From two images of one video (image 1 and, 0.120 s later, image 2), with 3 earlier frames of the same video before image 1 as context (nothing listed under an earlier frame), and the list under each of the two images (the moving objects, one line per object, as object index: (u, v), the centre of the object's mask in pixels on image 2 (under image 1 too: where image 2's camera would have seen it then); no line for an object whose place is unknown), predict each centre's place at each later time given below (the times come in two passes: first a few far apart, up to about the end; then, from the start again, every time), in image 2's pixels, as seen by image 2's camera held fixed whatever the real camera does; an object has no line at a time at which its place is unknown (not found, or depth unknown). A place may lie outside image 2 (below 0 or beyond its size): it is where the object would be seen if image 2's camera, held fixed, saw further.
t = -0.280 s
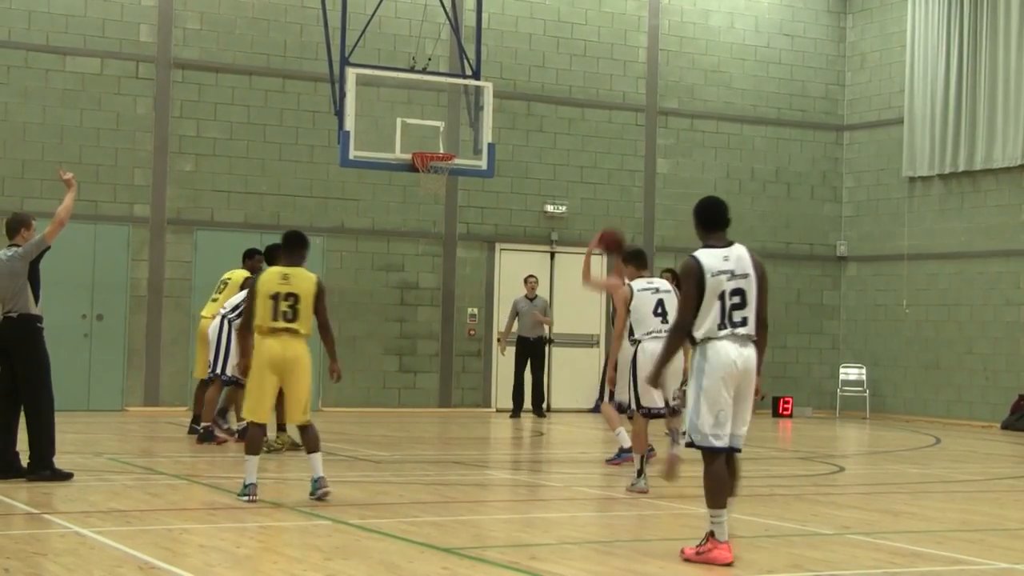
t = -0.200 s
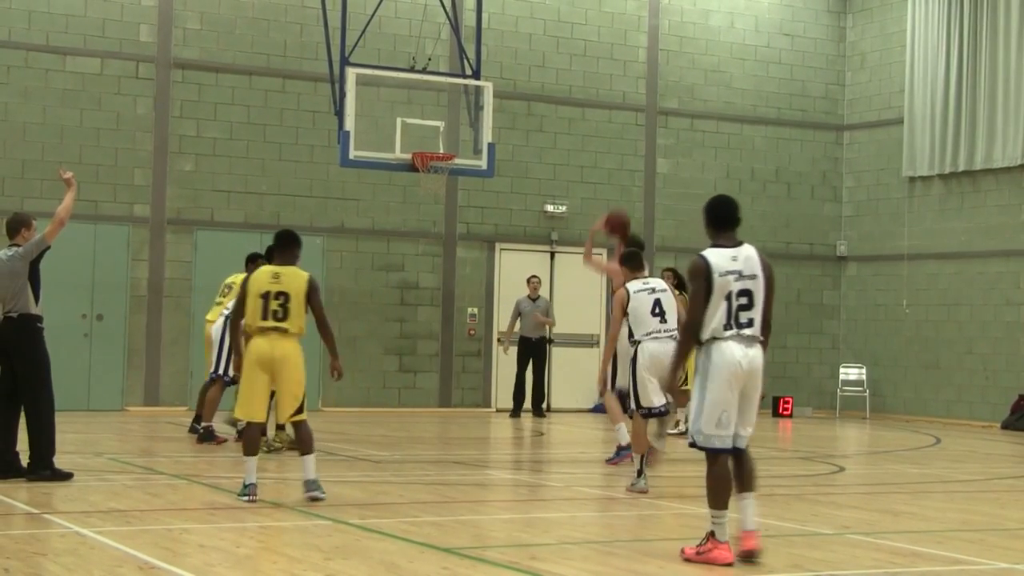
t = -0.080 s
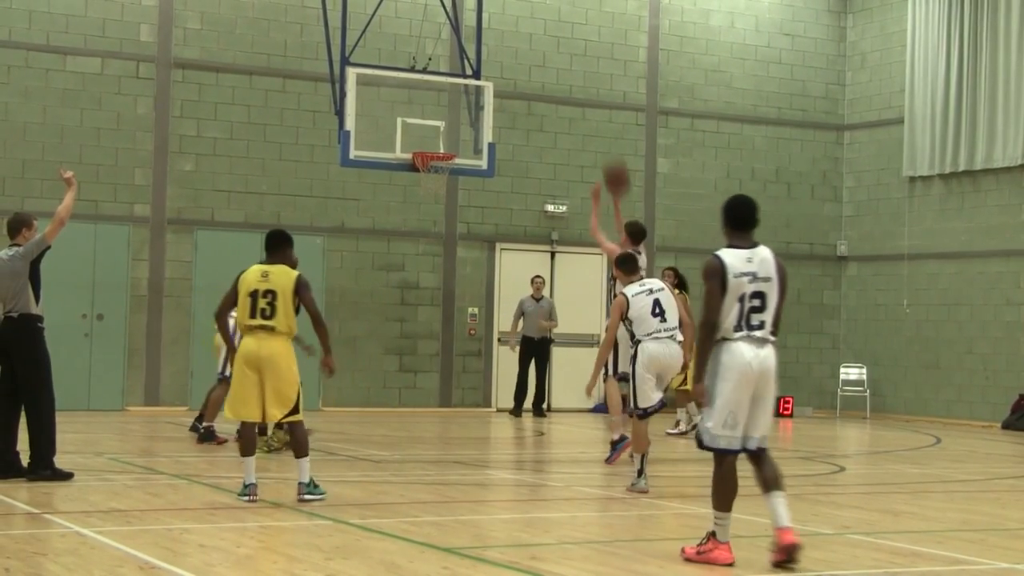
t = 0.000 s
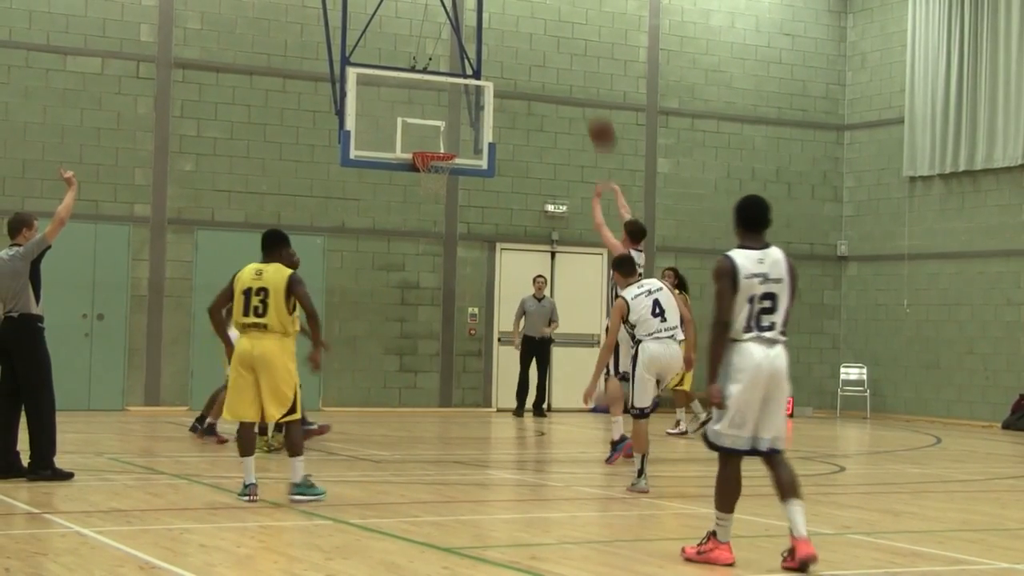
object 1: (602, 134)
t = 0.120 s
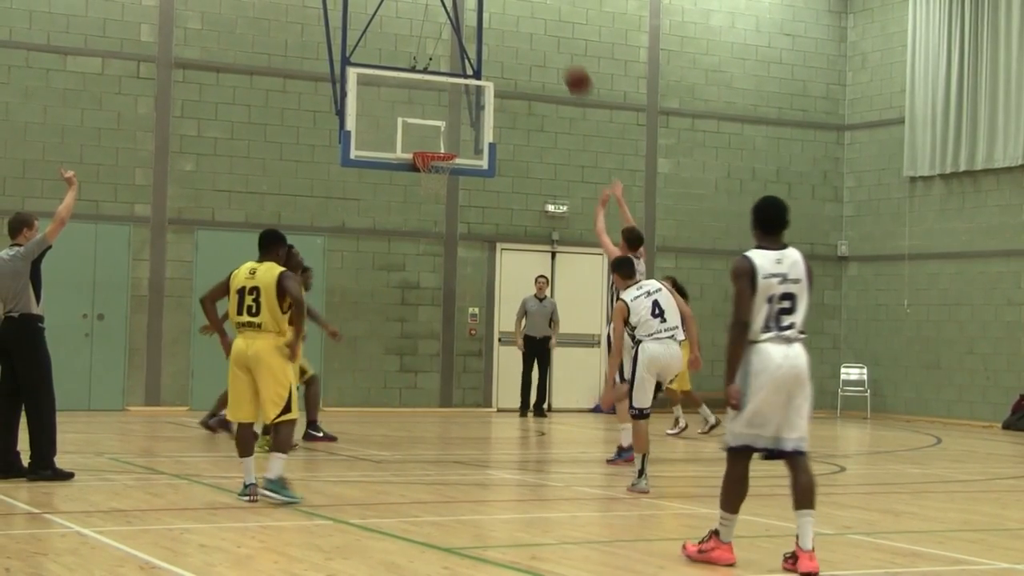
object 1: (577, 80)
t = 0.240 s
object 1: (555, 46)
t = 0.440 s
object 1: (519, 23)
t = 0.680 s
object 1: (480, 47)
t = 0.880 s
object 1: (448, 104)
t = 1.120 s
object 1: (444, 167)
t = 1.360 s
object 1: (444, 184)
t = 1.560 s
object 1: (441, 235)
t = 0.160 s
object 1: (570, 67)
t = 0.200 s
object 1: (562, 56)
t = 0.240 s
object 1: (555, 46)
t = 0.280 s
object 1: (547, 38)
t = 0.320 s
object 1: (540, 32)
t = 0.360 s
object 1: (533, 28)
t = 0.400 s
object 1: (526, 25)
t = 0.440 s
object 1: (519, 23)
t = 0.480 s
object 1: (512, 24)
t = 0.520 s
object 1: (506, 25)
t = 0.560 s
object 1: (499, 29)
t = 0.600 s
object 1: (493, 33)
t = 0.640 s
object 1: (486, 39)
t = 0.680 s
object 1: (480, 47)
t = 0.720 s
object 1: (474, 55)
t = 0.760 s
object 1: (467, 65)
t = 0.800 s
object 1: (461, 77)
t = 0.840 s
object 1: (454, 90)
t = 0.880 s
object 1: (448, 104)
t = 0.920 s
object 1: (443, 117)
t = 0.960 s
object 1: (437, 133)
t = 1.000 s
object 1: (431, 145)
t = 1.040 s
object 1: (437, 160)
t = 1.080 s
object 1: (443, 169)
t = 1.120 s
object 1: (444, 167)
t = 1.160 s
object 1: (445, 166)
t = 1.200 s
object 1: (445, 166)
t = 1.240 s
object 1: (446, 168)
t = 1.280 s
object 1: (446, 173)
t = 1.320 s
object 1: (446, 176)
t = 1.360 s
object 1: (444, 184)
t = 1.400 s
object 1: (444, 191)
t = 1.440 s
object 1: (443, 200)
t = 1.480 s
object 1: (442, 212)
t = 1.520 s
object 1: (441, 222)
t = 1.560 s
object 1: (441, 235)
